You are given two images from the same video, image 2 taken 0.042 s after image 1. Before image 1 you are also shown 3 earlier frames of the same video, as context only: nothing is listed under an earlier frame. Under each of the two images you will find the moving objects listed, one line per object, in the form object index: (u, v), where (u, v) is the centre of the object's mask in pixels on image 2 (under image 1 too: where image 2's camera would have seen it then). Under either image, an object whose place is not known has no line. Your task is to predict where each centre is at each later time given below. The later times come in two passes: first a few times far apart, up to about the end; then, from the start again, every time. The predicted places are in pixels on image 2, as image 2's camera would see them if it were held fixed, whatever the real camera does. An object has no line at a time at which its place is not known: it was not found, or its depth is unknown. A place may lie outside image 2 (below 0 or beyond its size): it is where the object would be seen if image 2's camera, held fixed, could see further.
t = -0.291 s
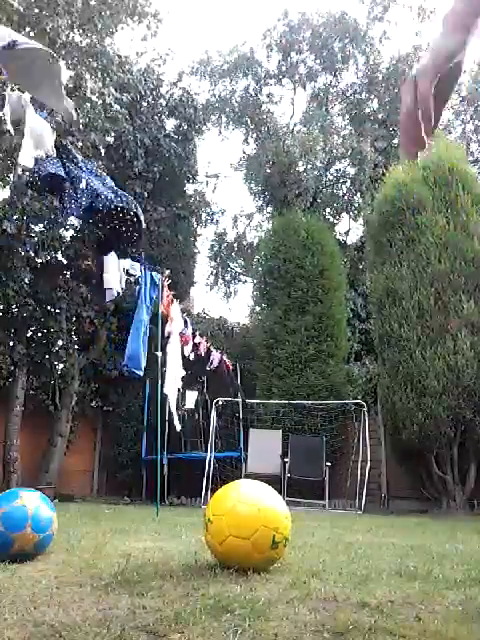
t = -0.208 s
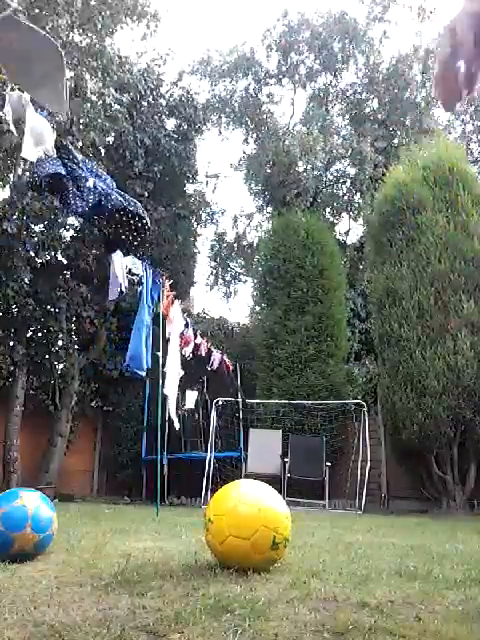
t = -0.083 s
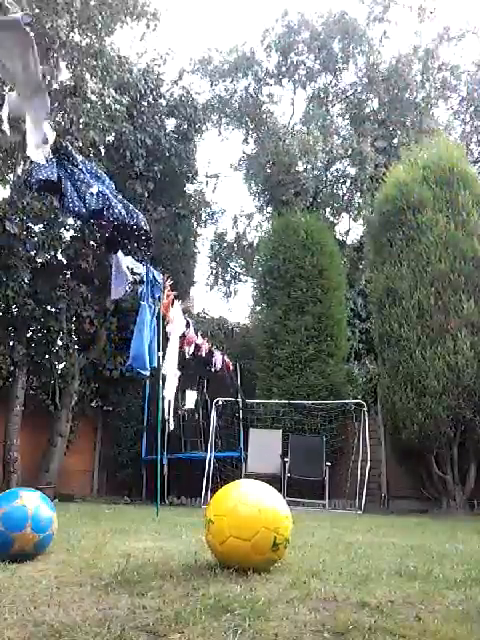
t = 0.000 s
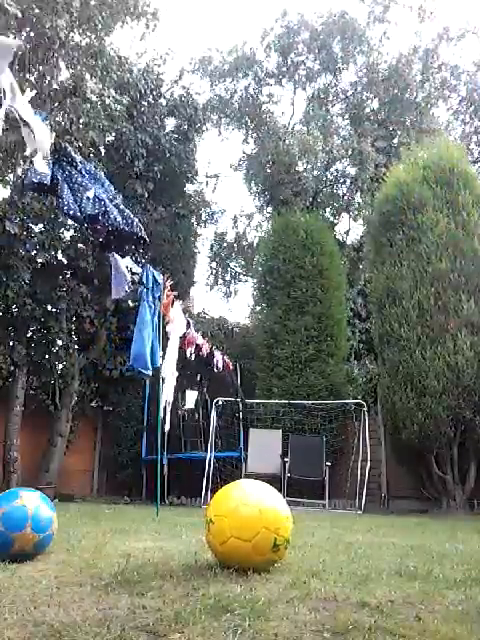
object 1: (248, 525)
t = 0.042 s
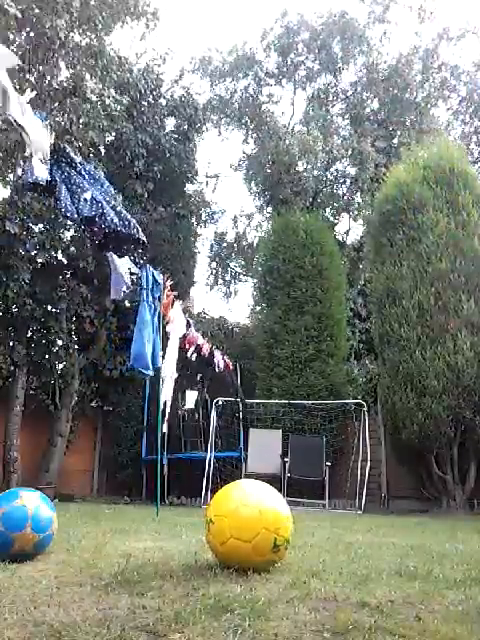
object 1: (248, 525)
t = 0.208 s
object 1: (249, 525)
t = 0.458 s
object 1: (254, 526)
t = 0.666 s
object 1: (262, 527)
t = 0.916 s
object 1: (276, 529)
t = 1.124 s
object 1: (288, 529)
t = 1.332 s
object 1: (300, 529)
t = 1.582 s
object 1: (314, 530)
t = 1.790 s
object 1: (328, 532)
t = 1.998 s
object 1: (345, 534)
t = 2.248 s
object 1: (366, 536)
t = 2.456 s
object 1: (378, 537)
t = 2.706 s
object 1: (398, 539)
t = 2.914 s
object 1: (414, 540)
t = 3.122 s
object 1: (430, 541)
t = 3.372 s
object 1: (438, 541)
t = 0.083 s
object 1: (249, 525)
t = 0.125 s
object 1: (249, 525)
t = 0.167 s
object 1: (249, 525)
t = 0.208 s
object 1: (249, 525)
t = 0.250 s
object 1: (250, 525)
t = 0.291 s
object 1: (250, 525)
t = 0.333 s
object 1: (251, 525)
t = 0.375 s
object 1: (252, 526)
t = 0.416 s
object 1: (253, 526)
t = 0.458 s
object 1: (254, 526)
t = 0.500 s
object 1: (256, 526)
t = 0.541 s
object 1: (257, 527)
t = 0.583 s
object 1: (258, 527)
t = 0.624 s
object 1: (260, 527)
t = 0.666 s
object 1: (262, 527)
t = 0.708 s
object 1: (264, 528)
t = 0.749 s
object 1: (266, 528)
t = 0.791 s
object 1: (268, 528)
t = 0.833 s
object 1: (271, 528)
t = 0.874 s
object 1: (273, 529)
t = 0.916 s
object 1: (276, 529)
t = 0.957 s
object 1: (278, 529)
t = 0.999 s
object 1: (280, 529)
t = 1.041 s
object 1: (283, 529)
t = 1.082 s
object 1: (285, 529)
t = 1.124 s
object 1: (288, 529)
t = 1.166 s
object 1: (291, 529)
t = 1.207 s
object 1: (293, 529)
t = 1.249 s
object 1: (296, 528)
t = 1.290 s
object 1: (298, 529)
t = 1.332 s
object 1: (300, 529)
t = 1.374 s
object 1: (302, 529)
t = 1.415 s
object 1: (304, 529)
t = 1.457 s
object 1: (307, 529)
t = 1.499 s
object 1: (309, 529)
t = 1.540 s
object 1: (311, 530)
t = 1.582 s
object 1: (314, 530)
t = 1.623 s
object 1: (316, 530)
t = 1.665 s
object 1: (319, 531)
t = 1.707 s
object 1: (322, 531)
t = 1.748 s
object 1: (325, 531)
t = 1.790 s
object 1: (328, 532)
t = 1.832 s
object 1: (331, 532)
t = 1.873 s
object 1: (335, 533)
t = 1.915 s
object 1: (338, 534)
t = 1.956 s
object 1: (342, 534)
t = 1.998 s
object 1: (345, 534)
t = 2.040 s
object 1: (349, 535)
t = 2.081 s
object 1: (353, 535)
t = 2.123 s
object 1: (356, 536)
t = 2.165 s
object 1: (360, 536)
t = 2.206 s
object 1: (363, 536)
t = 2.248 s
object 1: (366, 536)
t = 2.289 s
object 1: (368, 536)
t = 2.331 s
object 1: (370, 536)
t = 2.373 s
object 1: (373, 536)
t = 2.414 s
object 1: (375, 537)
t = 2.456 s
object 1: (378, 537)
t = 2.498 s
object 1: (381, 537)
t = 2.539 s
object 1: (384, 538)
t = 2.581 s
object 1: (387, 538)
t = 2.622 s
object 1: (391, 538)
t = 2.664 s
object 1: (395, 538)
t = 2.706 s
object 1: (398, 539)
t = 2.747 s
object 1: (402, 539)
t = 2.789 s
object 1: (406, 539)
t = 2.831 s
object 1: (409, 540)
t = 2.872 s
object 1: (412, 540)
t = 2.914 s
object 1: (414, 540)
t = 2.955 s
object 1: (419, 541)
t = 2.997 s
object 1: (422, 541)
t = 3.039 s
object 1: (425, 541)
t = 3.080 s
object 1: (428, 541)
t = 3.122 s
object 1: (430, 541)
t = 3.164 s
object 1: (432, 541)
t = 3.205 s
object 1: (433, 541)
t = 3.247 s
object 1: (434, 541)
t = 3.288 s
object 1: (436, 541)
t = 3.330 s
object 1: (437, 541)
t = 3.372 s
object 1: (438, 541)
